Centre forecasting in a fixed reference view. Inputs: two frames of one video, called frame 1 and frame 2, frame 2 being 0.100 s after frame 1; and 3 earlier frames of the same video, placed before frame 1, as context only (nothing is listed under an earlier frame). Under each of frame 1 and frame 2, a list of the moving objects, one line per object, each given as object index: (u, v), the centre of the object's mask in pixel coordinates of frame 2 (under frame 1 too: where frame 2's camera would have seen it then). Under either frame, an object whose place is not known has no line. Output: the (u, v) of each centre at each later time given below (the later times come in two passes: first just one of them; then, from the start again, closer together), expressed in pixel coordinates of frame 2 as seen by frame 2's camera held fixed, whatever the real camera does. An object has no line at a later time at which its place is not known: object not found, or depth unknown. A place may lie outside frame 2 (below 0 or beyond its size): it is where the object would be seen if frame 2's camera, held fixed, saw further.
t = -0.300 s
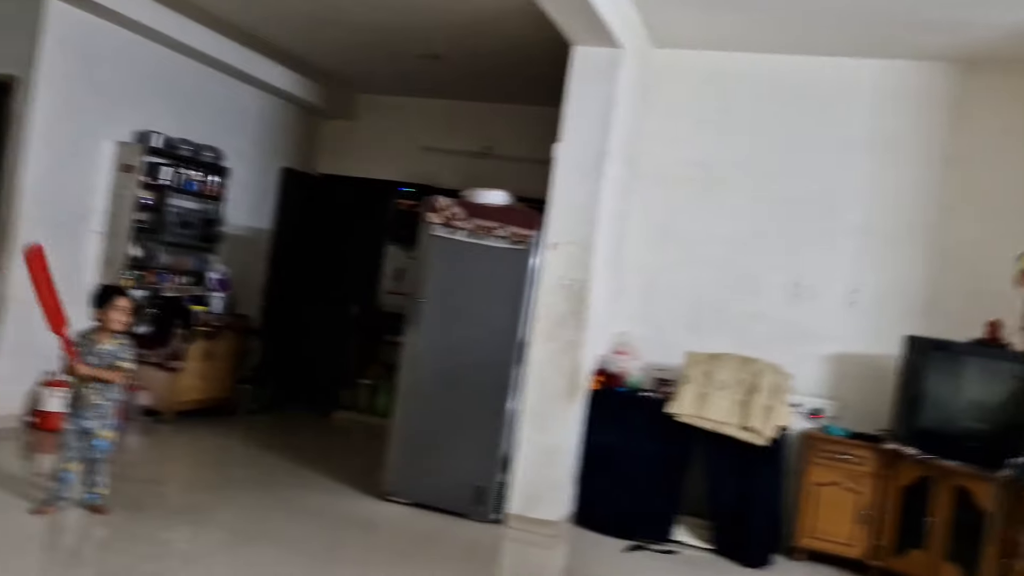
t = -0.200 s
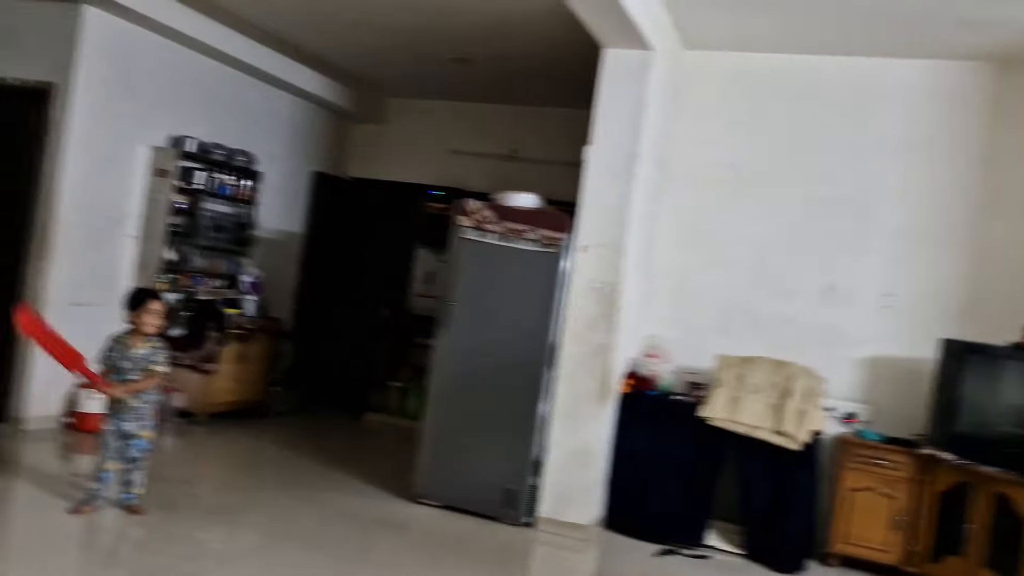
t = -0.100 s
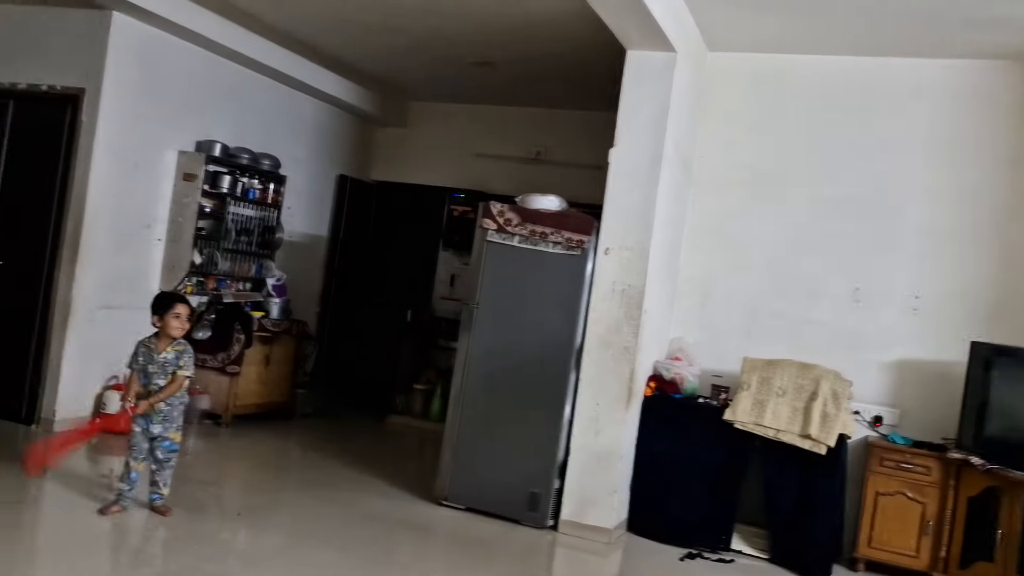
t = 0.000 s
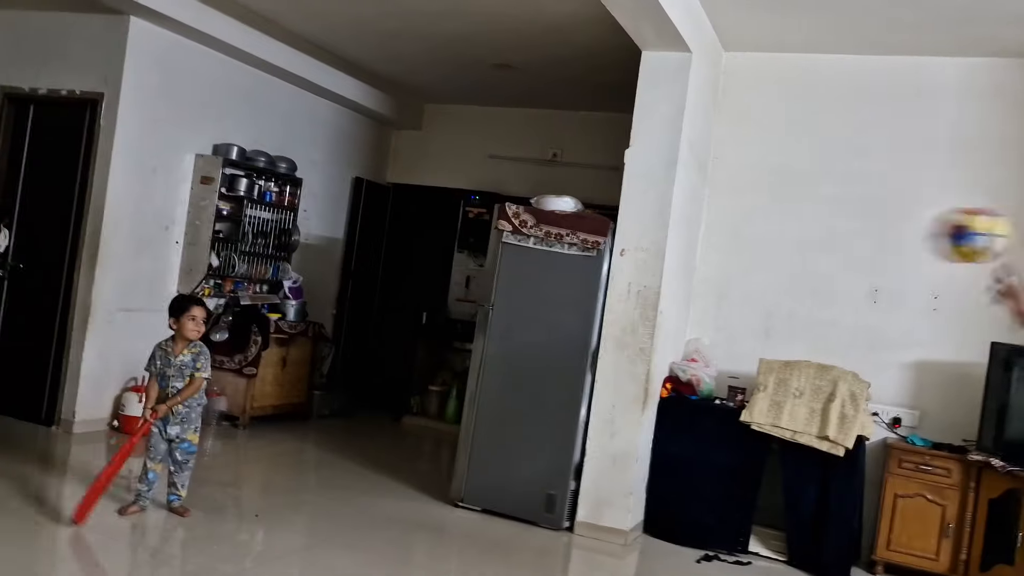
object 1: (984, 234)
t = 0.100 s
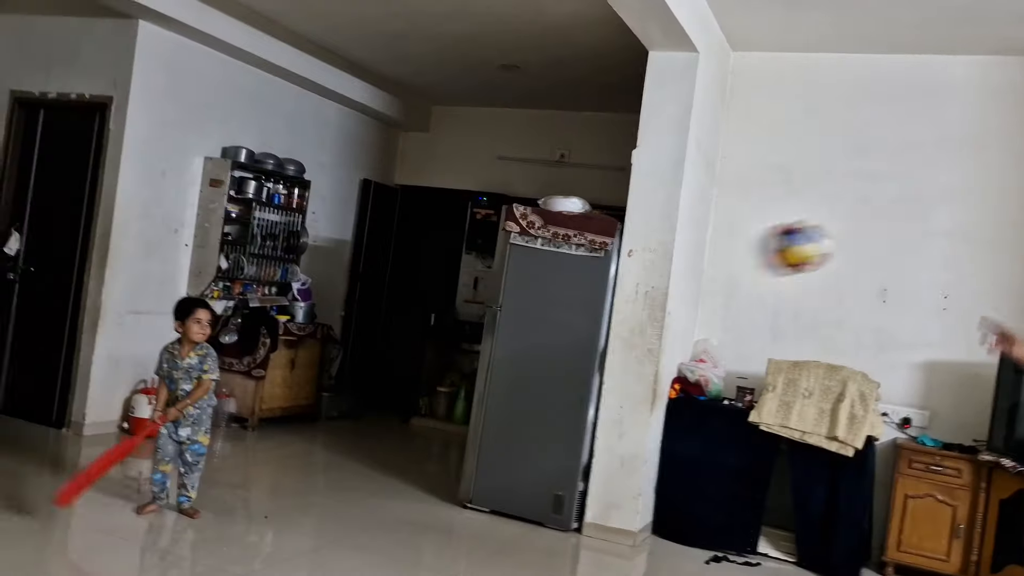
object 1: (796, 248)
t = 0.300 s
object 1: (496, 352)
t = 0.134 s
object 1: (739, 260)
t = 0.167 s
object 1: (688, 273)
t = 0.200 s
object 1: (640, 290)
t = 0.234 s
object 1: (580, 313)
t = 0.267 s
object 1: (540, 331)
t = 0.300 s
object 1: (496, 352)
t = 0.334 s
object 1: (449, 375)
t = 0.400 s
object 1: (371, 425)
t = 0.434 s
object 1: (333, 452)
